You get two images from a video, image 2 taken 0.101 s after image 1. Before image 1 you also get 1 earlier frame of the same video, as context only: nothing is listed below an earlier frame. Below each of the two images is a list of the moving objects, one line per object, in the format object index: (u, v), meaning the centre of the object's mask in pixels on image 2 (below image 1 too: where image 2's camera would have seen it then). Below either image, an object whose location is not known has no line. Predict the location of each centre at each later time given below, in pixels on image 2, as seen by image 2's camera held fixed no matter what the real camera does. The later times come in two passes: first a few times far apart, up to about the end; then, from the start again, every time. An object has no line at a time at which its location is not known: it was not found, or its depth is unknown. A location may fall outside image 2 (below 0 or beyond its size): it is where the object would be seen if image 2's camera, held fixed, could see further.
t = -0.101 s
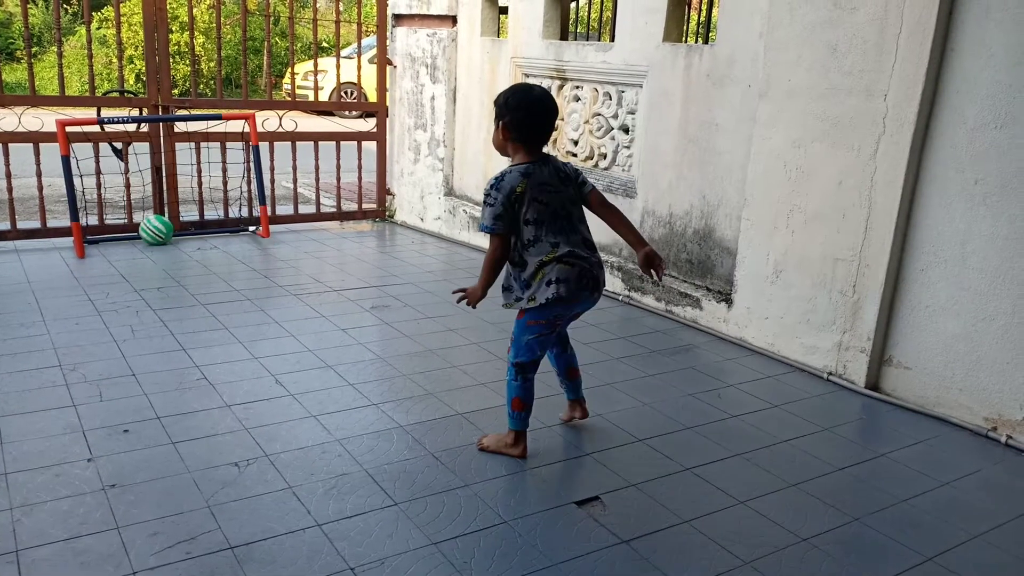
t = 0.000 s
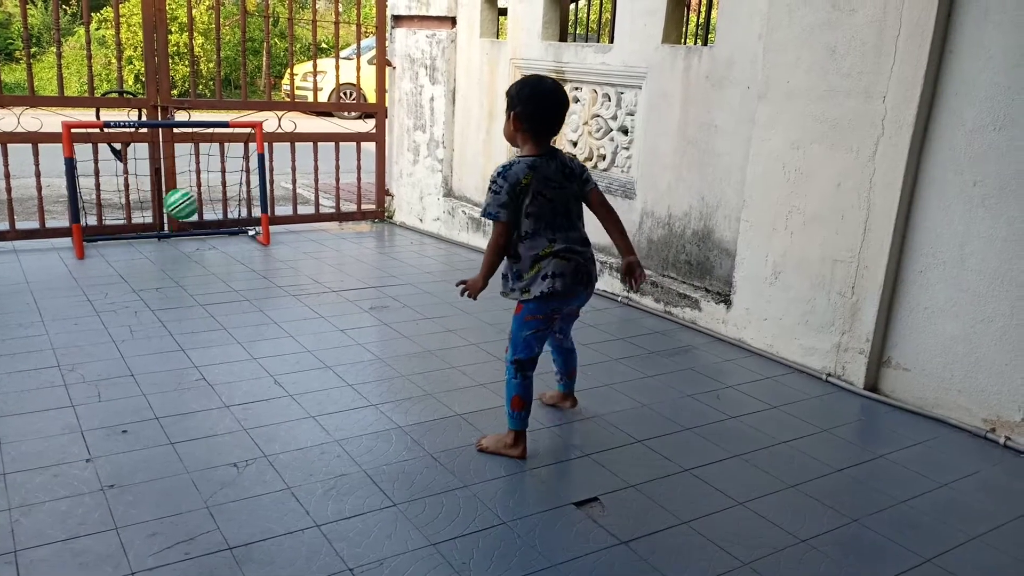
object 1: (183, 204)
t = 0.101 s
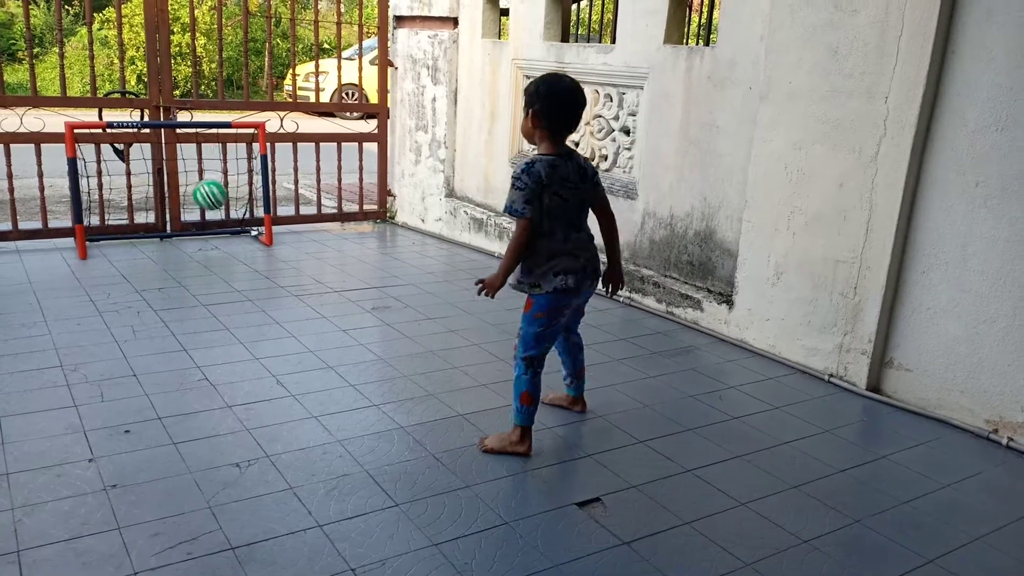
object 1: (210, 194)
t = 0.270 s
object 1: (251, 214)
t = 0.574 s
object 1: (241, 224)
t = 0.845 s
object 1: (219, 222)
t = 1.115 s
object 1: (205, 226)
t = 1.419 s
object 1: (186, 228)
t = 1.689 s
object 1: (168, 229)
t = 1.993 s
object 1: (148, 229)
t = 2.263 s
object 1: (133, 229)
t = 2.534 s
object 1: (122, 230)
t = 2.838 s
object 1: (117, 230)
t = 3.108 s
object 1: (113, 231)
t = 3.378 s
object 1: (109, 231)
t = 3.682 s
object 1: (109, 231)
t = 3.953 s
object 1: (109, 231)
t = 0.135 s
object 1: (219, 195)
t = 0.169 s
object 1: (228, 198)
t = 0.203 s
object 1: (237, 202)
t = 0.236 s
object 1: (245, 207)
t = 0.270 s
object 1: (251, 214)
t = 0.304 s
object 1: (252, 219)
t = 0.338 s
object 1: (253, 222)
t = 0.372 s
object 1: (252, 219)
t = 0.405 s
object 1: (251, 217)
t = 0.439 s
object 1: (250, 217)
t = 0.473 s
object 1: (248, 217)
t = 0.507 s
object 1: (247, 220)
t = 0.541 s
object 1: (244, 223)
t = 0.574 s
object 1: (241, 224)
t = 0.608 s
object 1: (238, 222)
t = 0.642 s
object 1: (235, 222)
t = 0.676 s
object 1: (232, 223)
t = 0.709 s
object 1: (229, 224)
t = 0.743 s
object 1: (227, 223)
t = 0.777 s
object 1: (224, 222)
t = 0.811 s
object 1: (222, 222)
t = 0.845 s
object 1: (219, 222)
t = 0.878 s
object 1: (217, 223)
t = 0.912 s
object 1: (215, 224)
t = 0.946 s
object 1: (214, 225)
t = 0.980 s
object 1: (212, 225)
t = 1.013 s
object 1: (211, 226)
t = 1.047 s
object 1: (209, 226)
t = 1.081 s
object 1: (207, 226)
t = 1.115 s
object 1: (205, 226)
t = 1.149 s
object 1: (203, 227)
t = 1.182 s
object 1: (201, 227)
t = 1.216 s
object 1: (199, 227)
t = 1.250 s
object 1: (197, 228)
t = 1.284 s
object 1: (195, 228)
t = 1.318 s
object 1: (193, 228)
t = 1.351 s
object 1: (191, 228)
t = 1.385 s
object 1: (189, 228)
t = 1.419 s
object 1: (186, 228)
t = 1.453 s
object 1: (184, 229)
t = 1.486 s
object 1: (181, 229)
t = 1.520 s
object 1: (179, 229)
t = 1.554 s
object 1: (177, 229)
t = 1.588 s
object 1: (175, 229)
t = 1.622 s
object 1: (172, 229)
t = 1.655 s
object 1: (170, 229)
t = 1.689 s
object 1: (168, 229)
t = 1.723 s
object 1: (166, 229)
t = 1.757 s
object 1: (163, 229)
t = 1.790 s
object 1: (161, 229)
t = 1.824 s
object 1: (159, 229)
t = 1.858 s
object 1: (156, 230)
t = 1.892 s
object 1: (154, 230)
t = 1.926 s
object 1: (152, 230)
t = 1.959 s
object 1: (150, 230)
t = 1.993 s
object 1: (148, 229)
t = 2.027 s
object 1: (146, 230)
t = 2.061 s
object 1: (144, 230)
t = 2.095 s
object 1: (142, 230)
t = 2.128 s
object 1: (140, 230)
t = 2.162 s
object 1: (137, 229)
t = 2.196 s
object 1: (136, 229)
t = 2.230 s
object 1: (134, 229)
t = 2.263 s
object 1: (133, 229)
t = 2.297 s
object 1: (131, 229)
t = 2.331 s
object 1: (129, 229)
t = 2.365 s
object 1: (128, 230)
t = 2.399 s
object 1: (127, 230)
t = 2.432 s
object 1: (126, 230)
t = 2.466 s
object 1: (125, 230)
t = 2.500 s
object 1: (124, 230)
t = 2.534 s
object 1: (122, 230)
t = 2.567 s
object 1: (121, 230)
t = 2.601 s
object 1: (121, 230)
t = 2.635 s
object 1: (121, 230)
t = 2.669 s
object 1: (120, 230)
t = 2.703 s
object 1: (119, 230)
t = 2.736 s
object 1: (119, 230)
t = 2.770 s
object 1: (118, 230)
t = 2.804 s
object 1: (118, 230)
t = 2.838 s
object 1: (117, 230)
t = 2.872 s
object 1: (117, 230)
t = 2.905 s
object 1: (117, 230)
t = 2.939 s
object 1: (116, 230)
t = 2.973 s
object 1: (116, 230)
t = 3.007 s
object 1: (115, 231)
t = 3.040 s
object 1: (115, 231)
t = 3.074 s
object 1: (114, 231)
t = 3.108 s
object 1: (113, 231)
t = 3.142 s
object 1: (113, 231)
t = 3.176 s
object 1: (112, 231)
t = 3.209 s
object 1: (112, 231)
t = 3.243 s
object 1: (111, 231)
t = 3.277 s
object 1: (111, 231)
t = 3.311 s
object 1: (110, 231)
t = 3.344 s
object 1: (110, 232)
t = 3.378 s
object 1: (109, 231)
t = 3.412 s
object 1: (109, 231)
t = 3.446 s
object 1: (109, 231)
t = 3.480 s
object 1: (109, 232)
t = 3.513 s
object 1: (109, 232)
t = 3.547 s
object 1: (109, 231)
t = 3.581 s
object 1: (109, 231)
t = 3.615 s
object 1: (109, 231)
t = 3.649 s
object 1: (109, 231)
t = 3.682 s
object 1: (109, 231)
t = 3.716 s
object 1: (109, 231)
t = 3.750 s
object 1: (110, 231)
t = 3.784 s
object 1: (109, 231)
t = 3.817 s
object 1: (109, 231)
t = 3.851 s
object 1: (109, 231)
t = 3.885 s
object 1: (109, 231)
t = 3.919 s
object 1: (109, 231)
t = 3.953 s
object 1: (109, 231)
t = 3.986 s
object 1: (109, 231)
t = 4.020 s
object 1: (109, 231)
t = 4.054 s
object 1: (109, 231)
